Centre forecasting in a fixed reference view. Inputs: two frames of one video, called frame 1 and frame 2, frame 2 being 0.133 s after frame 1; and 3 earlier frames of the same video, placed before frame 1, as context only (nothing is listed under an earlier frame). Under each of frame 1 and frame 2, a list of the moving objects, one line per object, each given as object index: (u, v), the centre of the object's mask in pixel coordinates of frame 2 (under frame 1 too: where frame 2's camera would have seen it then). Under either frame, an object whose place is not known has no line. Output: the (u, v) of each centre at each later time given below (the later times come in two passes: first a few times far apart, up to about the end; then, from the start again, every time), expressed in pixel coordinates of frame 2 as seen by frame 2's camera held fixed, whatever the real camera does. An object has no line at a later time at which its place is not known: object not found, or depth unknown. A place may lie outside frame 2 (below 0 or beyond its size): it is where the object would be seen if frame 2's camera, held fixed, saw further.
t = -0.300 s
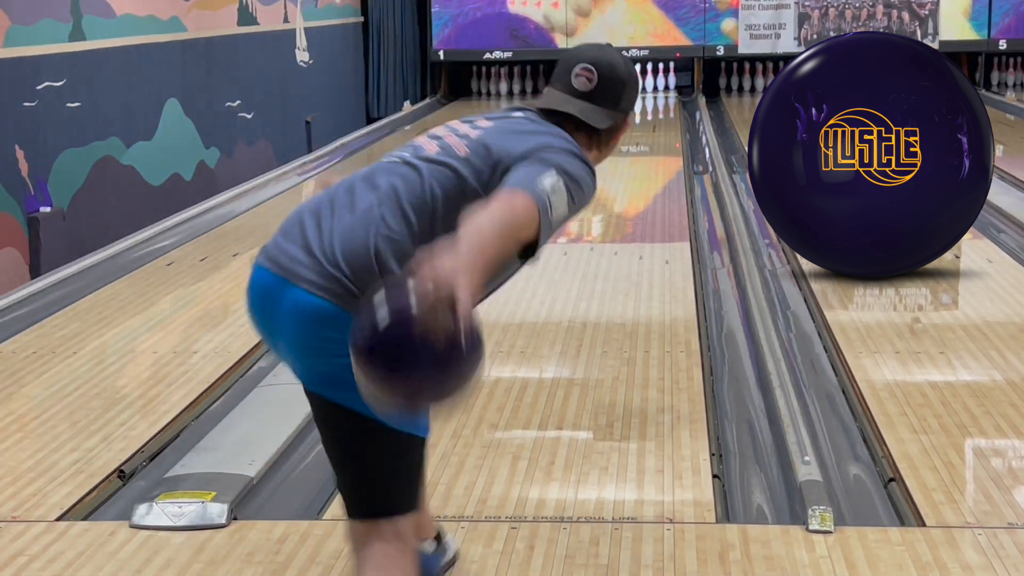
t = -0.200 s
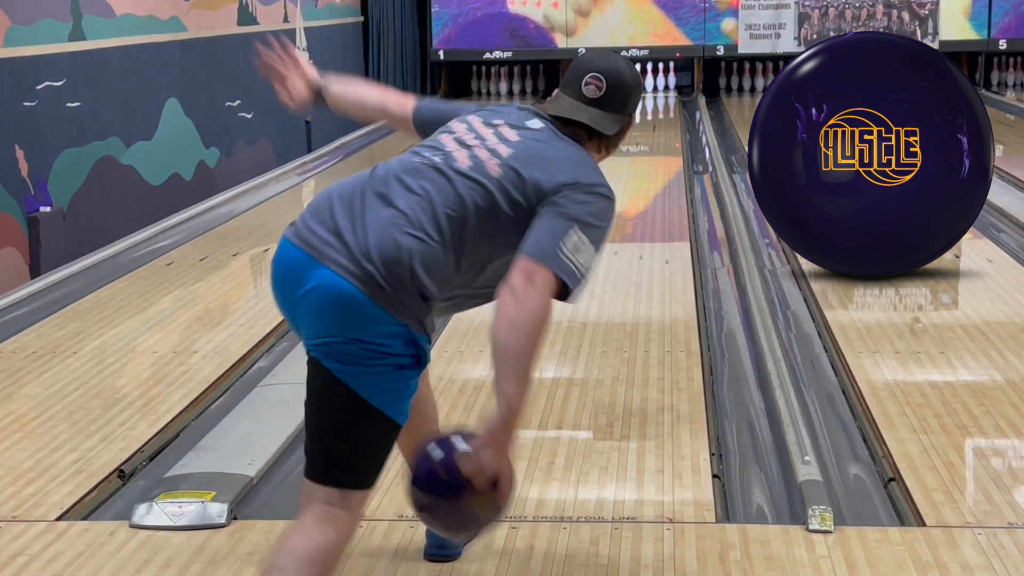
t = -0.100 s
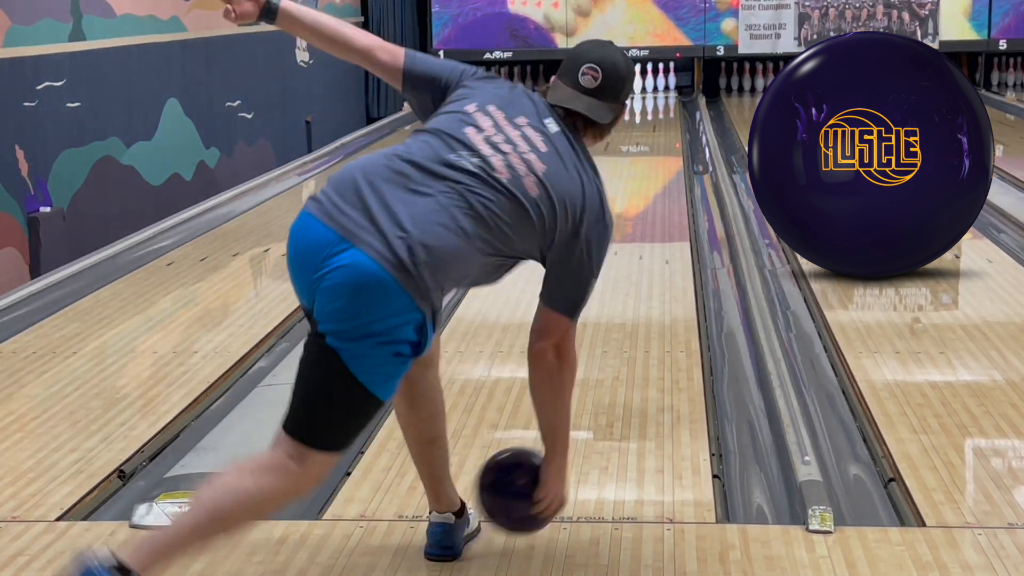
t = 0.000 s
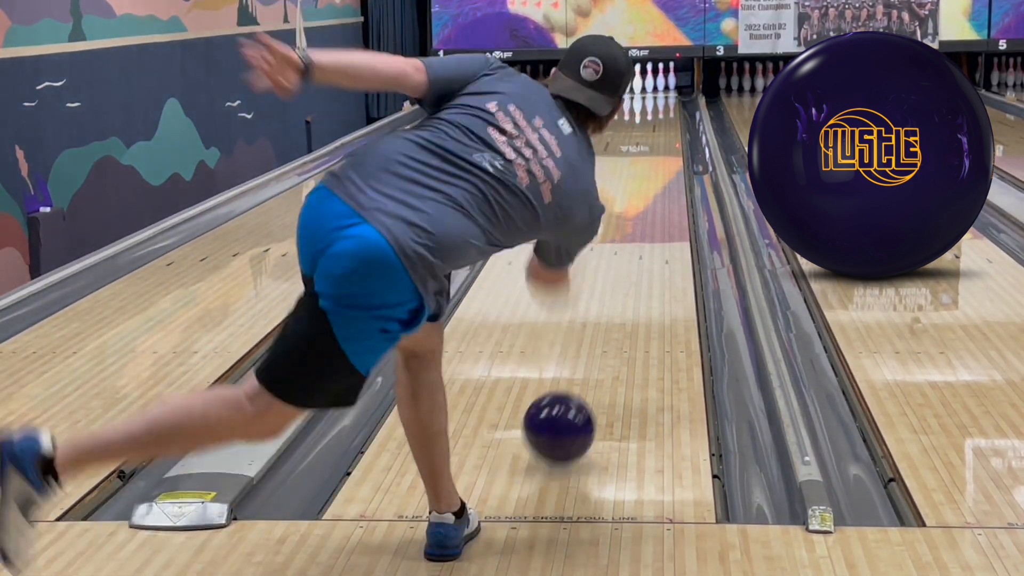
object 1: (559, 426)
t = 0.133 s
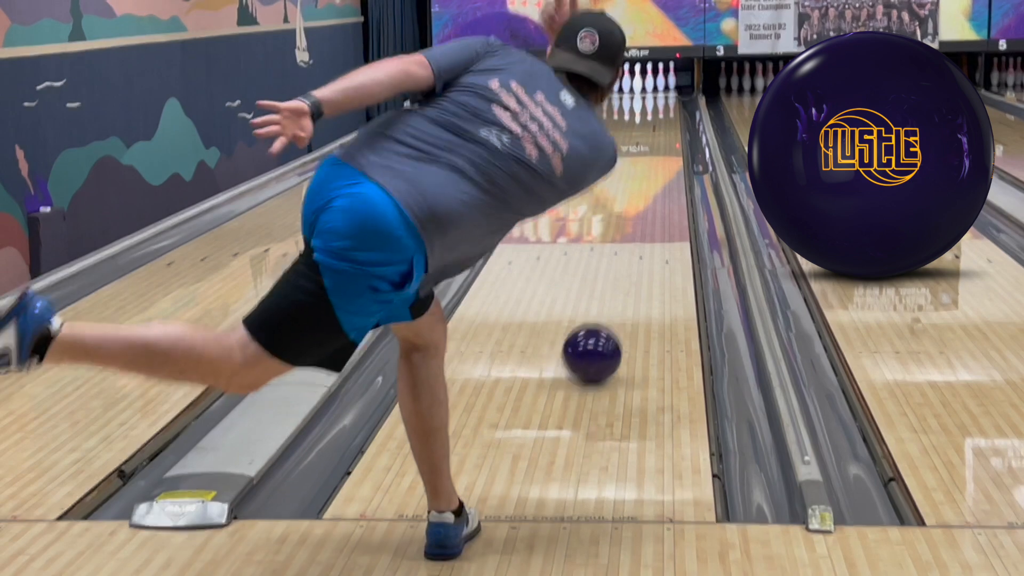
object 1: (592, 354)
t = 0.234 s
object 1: (609, 310)
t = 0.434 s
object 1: (634, 248)
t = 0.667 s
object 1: (651, 201)
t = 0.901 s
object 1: (662, 168)
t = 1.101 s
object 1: (667, 148)
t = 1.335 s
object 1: (671, 129)
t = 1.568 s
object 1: (672, 114)
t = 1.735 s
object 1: (670, 106)
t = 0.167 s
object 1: (598, 338)
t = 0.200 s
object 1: (604, 324)
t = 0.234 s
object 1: (609, 310)
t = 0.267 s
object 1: (614, 298)
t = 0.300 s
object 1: (619, 286)
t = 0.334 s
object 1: (623, 275)
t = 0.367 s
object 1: (627, 266)
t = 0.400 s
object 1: (631, 256)
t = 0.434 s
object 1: (634, 248)
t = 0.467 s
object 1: (637, 239)
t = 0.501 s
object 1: (640, 232)
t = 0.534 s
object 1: (642, 224)
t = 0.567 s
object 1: (645, 218)
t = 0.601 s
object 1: (647, 212)
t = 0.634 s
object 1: (649, 206)
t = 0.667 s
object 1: (651, 201)
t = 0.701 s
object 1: (653, 195)
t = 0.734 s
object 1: (655, 190)
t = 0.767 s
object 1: (656, 185)
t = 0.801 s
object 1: (658, 180)
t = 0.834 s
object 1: (659, 176)
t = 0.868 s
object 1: (661, 172)
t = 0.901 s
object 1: (662, 168)
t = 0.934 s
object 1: (663, 164)
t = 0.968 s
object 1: (664, 161)
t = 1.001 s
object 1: (665, 157)
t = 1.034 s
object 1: (666, 154)
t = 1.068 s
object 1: (667, 150)
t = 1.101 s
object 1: (667, 148)
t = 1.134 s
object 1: (668, 144)
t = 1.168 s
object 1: (669, 142)
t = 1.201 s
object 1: (669, 139)
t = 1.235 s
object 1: (670, 137)
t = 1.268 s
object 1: (670, 134)
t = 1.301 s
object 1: (671, 132)
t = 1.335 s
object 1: (671, 129)
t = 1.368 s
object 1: (671, 127)
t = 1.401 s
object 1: (672, 125)
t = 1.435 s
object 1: (672, 122)
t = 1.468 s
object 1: (672, 120)
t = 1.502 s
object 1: (672, 118)
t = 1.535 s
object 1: (672, 116)
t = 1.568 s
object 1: (672, 114)
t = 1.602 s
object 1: (672, 113)
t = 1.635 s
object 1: (672, 111)
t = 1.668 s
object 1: (672, 109)
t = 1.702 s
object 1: (671, 107)
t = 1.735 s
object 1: (670, 106)
